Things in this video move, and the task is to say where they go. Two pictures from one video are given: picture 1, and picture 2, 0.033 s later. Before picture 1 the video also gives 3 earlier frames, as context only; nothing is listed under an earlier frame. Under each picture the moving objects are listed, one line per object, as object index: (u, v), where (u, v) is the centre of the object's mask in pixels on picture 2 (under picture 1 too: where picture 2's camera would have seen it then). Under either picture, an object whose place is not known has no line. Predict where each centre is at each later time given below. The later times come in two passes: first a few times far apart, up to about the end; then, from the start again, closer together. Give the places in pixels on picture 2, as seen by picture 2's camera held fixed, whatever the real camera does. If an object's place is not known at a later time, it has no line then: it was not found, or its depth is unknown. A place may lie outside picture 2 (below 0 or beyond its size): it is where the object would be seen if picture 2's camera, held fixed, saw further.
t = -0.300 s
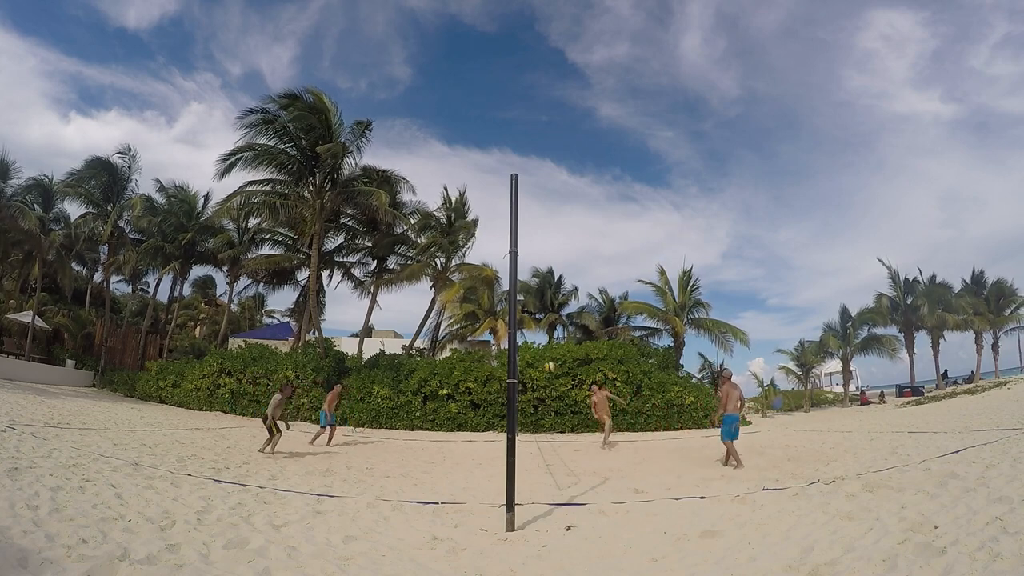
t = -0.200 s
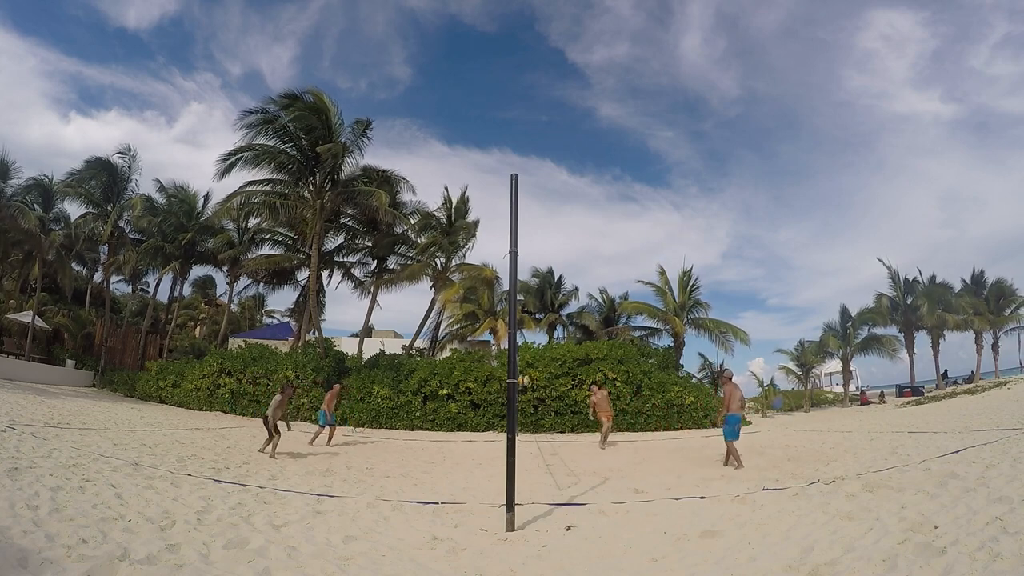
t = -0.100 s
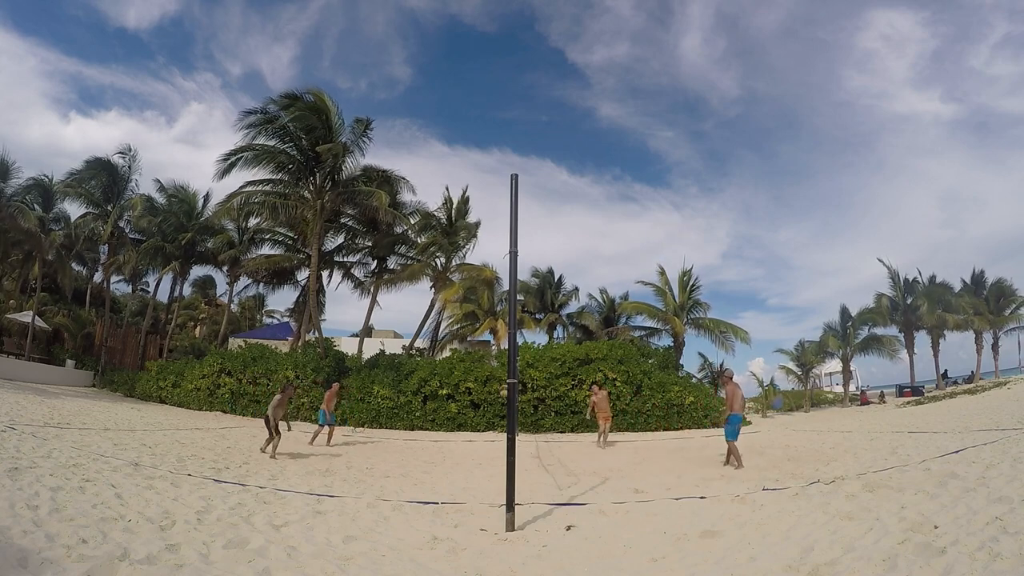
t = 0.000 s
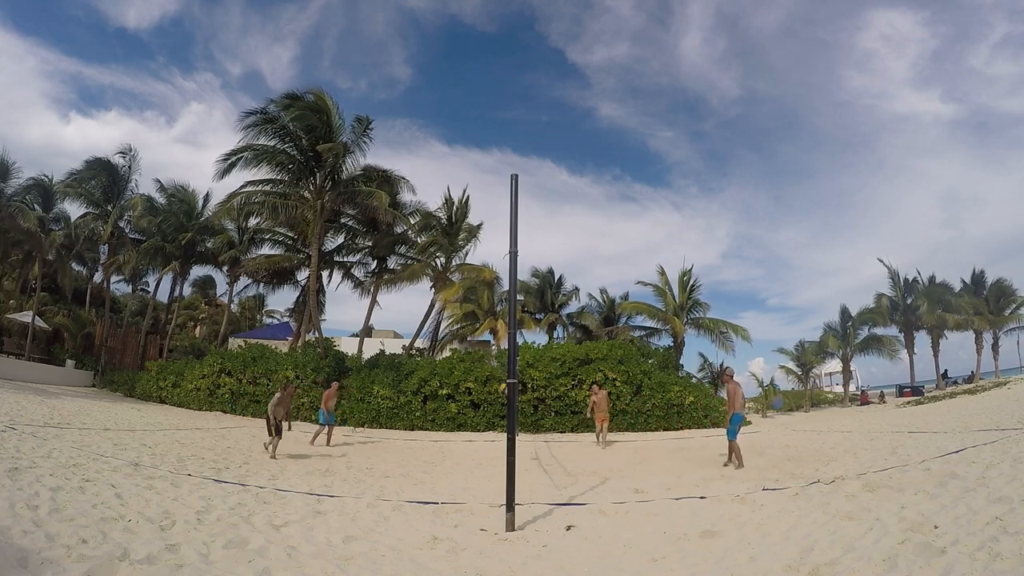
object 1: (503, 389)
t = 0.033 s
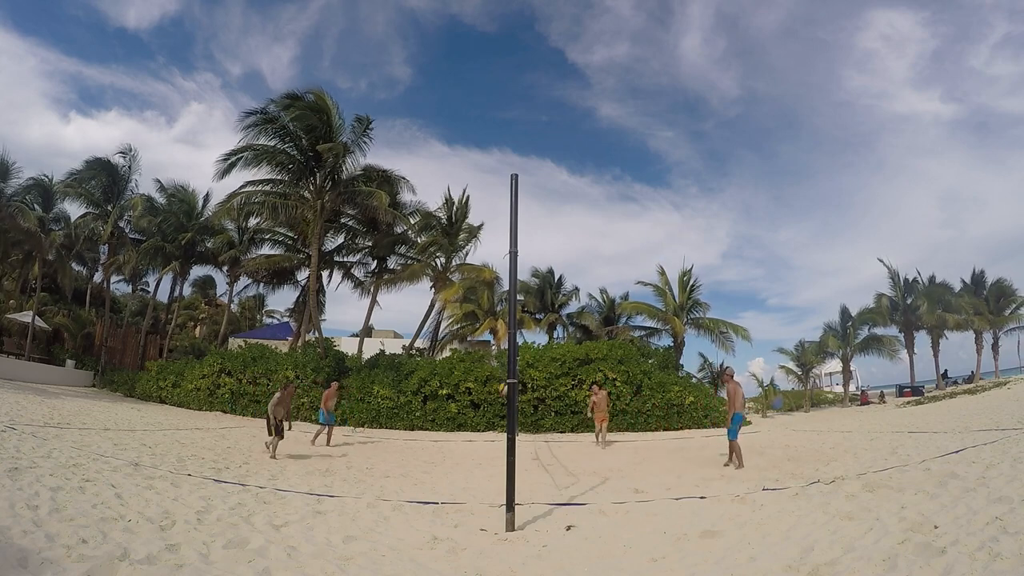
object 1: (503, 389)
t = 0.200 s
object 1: (522, 381)
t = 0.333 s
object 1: (538, 385)
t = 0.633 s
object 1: (580, 437)
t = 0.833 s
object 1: (609, 468)
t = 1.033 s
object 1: (634, 455)
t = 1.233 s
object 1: (662, 473)
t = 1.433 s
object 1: (699, 487)
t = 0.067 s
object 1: (504, 388)
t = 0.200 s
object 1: (522, 381)
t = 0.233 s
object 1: (525, 381)
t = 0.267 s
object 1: (529, 383)
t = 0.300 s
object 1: (533, 383)
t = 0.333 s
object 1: (538, 385)
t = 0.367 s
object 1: (542, 388)
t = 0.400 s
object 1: (546, 391)
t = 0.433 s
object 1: (551, 395)
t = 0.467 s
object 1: (556, 400)
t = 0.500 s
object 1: (560, 405)
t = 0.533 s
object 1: (565, 413)
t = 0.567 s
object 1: (570, 418)
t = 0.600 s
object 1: (574, 427)
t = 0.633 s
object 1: (580, 437)
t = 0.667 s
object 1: (585, 447)
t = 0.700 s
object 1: (591, 458)
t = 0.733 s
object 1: (596, 470)
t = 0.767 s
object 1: (601, 478)
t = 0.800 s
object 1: (604, 473)
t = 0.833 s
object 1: (609, 468)
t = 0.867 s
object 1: (612, 464)
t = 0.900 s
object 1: (617, 461)
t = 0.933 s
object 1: (621, 458)
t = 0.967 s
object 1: (625, 457)
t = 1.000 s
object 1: (629, 456)
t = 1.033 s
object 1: (634, 455)
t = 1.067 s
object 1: (638, 456)
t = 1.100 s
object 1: (642, 457)
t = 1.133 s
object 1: (648, 460)
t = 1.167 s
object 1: (652, 463)
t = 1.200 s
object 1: (657, 468)
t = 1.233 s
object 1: (662, 473)
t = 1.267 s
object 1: (667, 479)
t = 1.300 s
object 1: (672, 485)
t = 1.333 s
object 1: (679, 485)
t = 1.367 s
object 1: (686, 485)
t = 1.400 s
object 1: (692, 486)
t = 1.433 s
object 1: (699, 487)
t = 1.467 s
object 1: (705, 486)
